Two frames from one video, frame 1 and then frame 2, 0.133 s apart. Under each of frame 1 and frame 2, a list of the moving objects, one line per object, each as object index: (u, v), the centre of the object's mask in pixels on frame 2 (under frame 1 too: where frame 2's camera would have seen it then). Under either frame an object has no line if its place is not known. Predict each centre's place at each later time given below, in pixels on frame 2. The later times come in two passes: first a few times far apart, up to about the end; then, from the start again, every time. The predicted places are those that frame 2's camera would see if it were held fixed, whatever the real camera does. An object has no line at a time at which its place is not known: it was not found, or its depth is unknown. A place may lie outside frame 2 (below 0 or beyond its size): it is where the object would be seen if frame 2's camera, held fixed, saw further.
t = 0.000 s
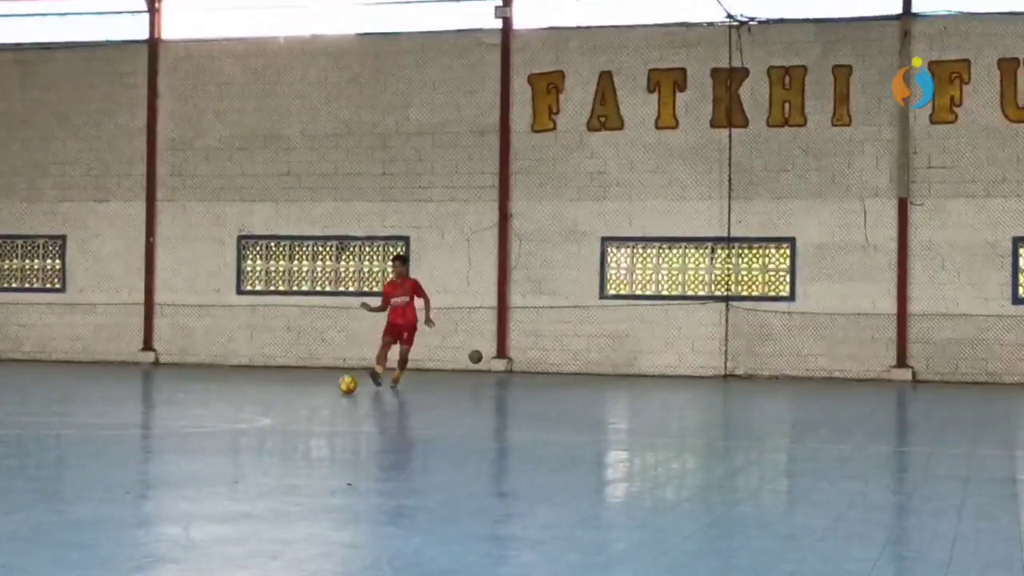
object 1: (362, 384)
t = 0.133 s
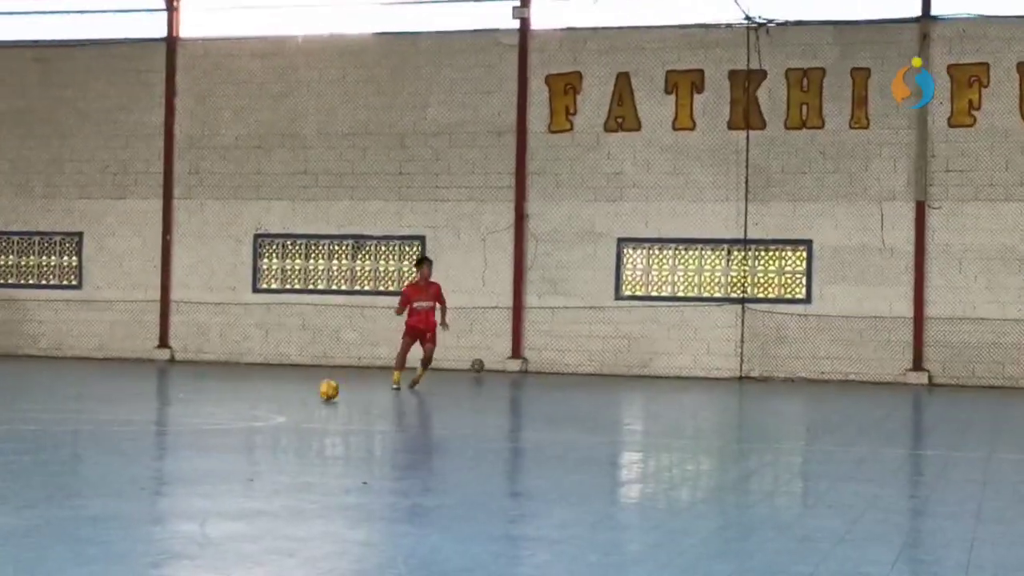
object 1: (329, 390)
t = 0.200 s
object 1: (310, 394)
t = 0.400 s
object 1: (244, 407)
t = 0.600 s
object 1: (161, 416)
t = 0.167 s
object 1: (319, 393)
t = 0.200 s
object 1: (310, 394)
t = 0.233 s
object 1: (300, 396)
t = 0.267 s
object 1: (289, 399)
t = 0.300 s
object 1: (278, 401)
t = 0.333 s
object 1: (268, 404)
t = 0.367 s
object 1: (256, 405)
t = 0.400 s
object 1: (244, 407)
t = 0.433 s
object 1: (232, 409)
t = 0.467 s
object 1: (219, 410)
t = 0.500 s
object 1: (206, 412)
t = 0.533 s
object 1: (193, 412)
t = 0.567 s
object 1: (177, 413)
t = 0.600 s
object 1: (161, 416)
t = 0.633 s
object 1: (144, 420)
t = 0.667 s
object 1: (128, 419)
